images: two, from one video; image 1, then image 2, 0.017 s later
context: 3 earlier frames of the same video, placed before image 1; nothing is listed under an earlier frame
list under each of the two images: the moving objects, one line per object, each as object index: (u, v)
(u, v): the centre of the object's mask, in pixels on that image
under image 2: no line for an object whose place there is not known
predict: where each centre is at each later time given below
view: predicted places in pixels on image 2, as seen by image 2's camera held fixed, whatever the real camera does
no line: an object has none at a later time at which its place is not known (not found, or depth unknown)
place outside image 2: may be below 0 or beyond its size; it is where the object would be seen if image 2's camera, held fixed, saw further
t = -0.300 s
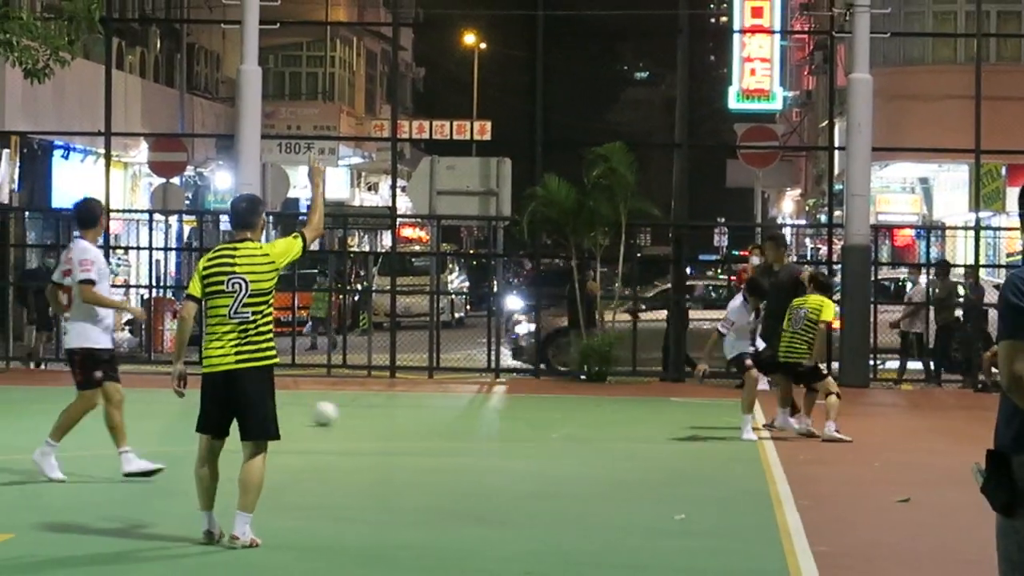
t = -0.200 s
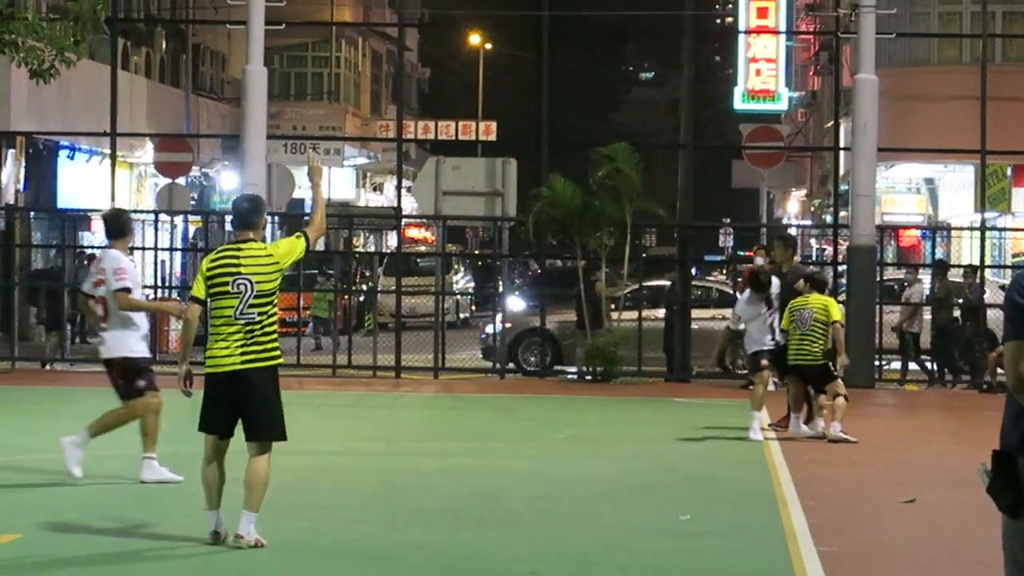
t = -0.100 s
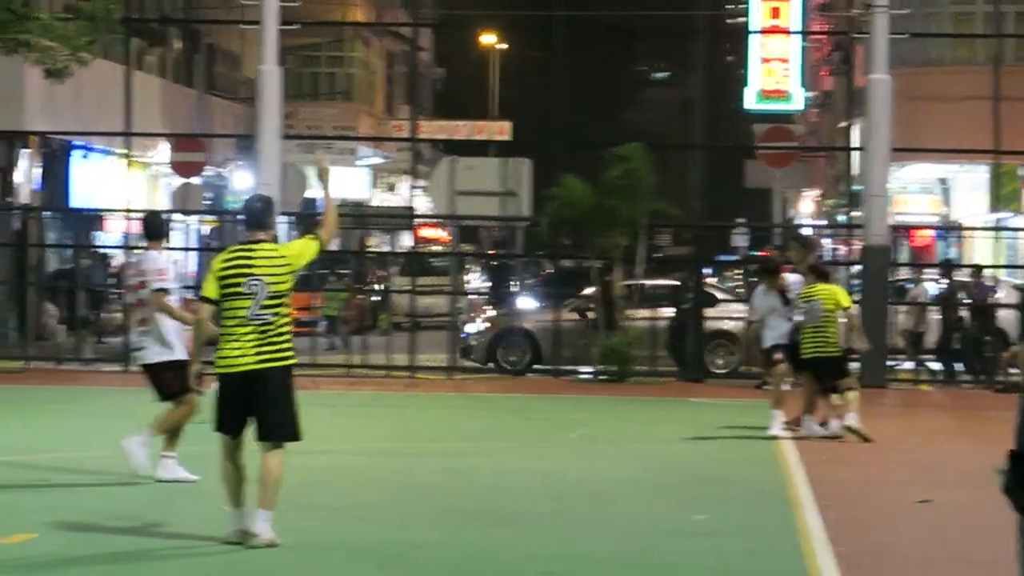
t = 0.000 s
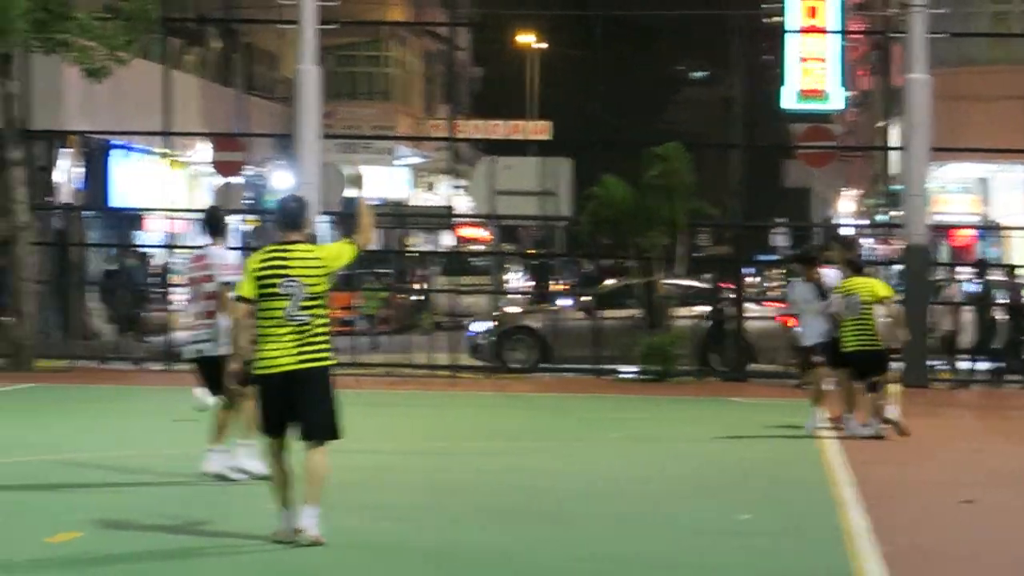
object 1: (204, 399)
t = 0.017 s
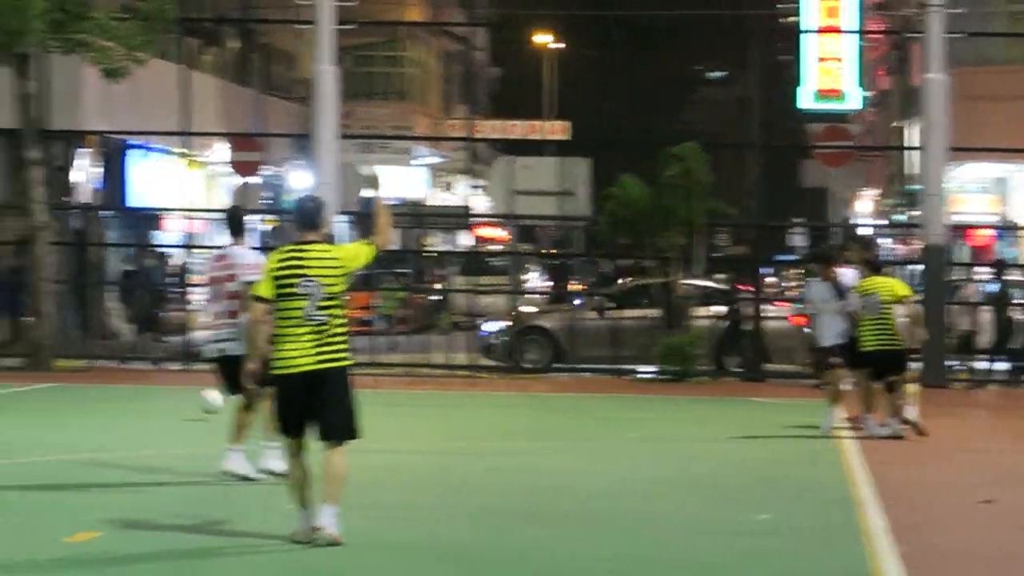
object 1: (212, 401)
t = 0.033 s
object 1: (200, 403)
